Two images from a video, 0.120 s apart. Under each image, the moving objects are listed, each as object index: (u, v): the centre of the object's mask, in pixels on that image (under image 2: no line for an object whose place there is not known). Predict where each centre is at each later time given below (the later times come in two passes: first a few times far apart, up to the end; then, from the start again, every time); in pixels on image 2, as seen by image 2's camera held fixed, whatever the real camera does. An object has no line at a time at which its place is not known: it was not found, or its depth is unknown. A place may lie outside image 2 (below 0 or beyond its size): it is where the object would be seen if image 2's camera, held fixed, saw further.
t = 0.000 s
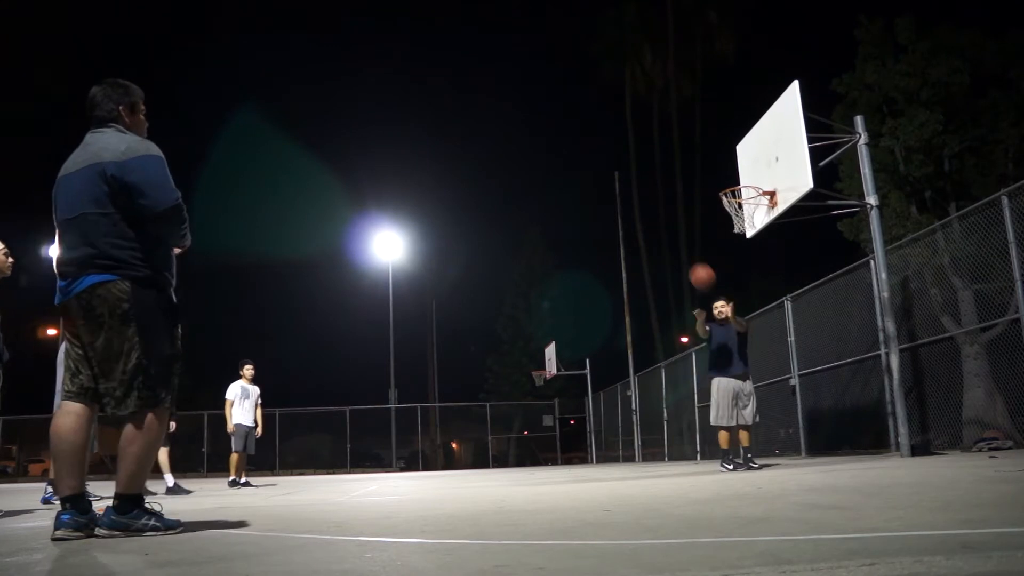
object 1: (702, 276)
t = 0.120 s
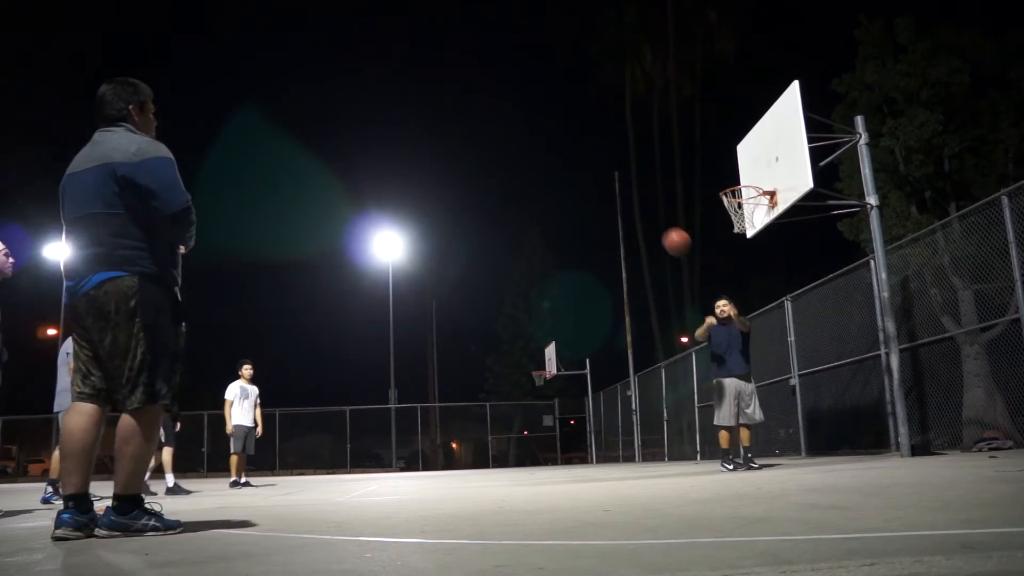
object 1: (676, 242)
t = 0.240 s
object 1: (649, 217)
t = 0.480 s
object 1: (586, 208)
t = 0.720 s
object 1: (500, 288)
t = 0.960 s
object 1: (374, 459)
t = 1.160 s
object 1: (308, 308)
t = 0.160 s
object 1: (668, 232)
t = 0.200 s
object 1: (658, 224)
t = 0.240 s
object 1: (649, 217)
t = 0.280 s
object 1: (639, 212)
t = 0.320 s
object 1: (630, 207)
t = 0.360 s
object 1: (619, 204)
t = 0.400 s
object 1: (608, 204)
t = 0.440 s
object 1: (597, 205)
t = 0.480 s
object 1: (586, 208)
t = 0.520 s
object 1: (574, 214)
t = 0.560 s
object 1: (561, 222)
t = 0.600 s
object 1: (547, 234)
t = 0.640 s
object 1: (533, 248)
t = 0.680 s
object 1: (517, 265)
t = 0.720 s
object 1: (500, 288)
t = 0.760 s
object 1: (482, 315)
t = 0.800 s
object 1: (462, 348)
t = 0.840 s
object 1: (442, 381)
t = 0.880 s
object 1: (417, 429)
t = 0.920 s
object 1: (392, 481)
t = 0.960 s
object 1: (374, 459)
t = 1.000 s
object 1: (362, 429)
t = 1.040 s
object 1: (348, 395)
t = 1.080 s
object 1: (336, 365)
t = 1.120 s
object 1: (321, 334)
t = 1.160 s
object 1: (308, 308)
